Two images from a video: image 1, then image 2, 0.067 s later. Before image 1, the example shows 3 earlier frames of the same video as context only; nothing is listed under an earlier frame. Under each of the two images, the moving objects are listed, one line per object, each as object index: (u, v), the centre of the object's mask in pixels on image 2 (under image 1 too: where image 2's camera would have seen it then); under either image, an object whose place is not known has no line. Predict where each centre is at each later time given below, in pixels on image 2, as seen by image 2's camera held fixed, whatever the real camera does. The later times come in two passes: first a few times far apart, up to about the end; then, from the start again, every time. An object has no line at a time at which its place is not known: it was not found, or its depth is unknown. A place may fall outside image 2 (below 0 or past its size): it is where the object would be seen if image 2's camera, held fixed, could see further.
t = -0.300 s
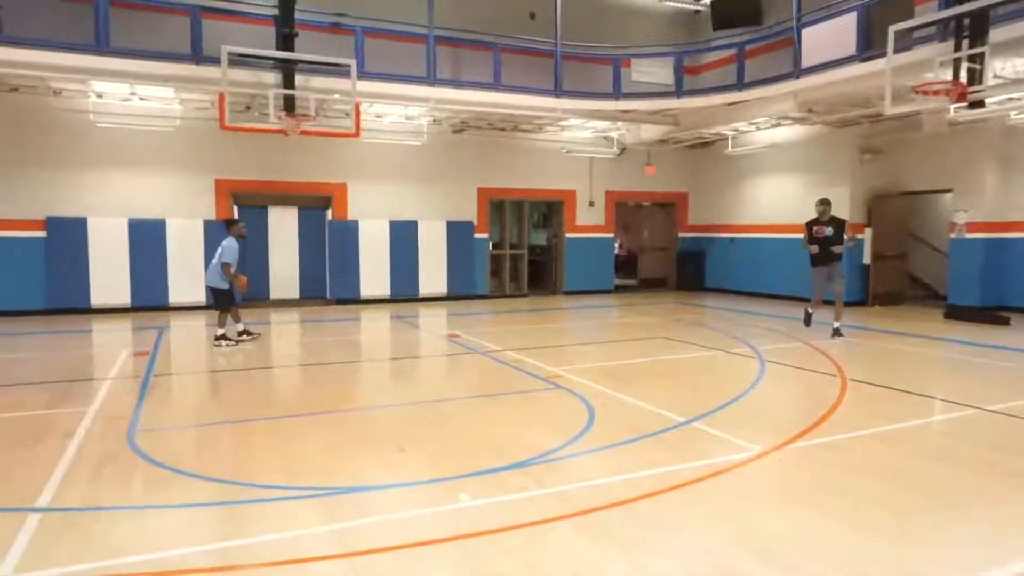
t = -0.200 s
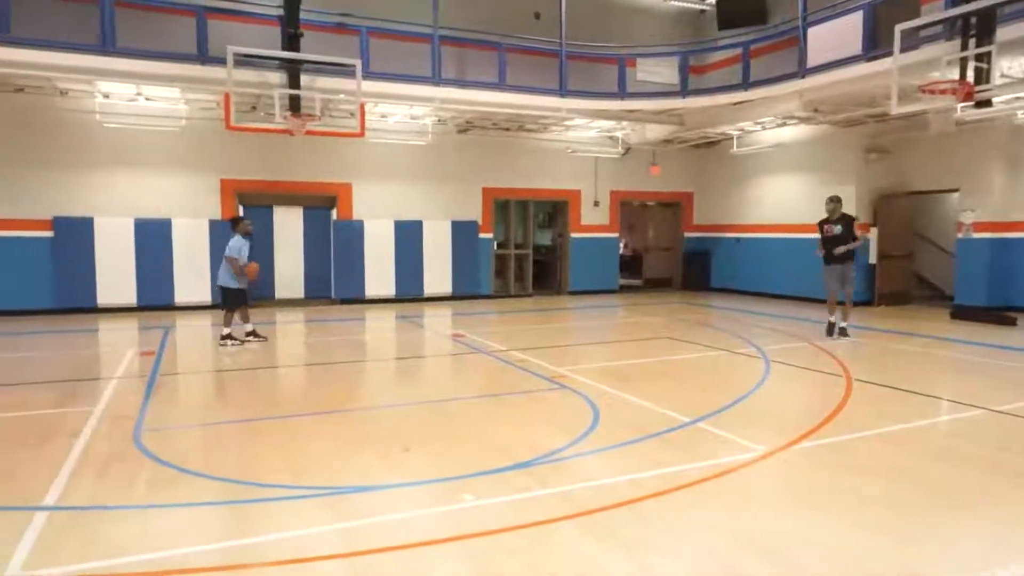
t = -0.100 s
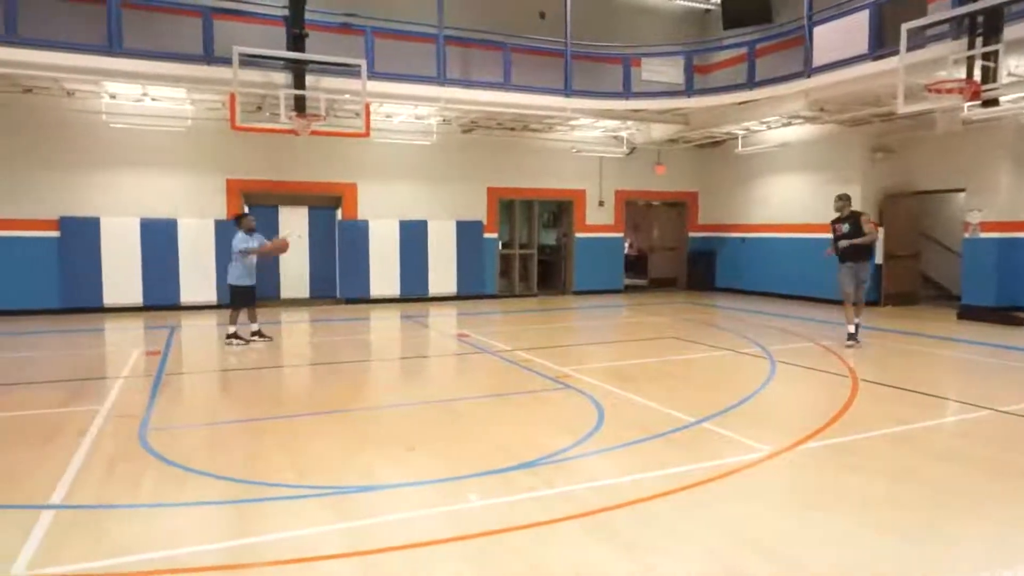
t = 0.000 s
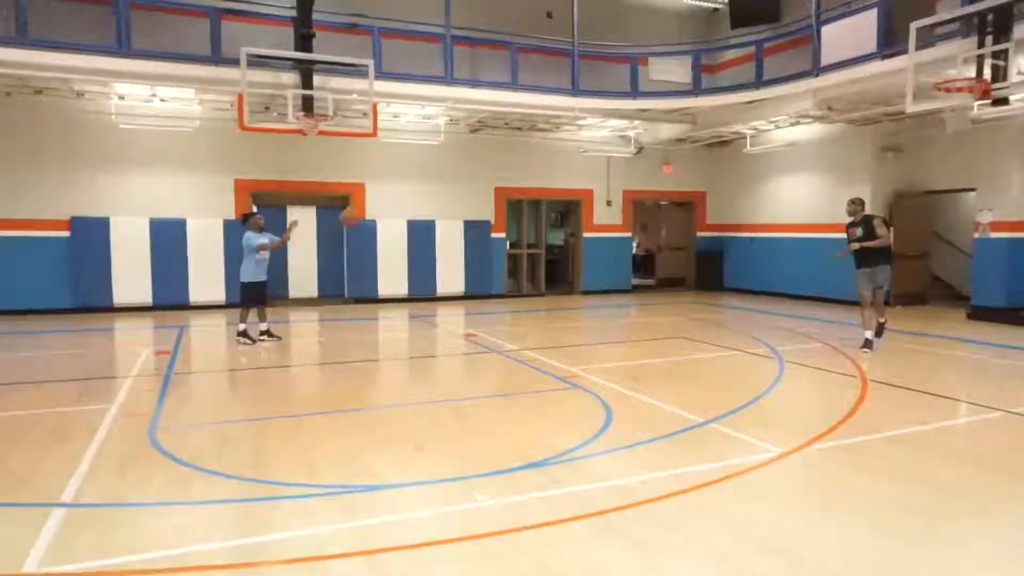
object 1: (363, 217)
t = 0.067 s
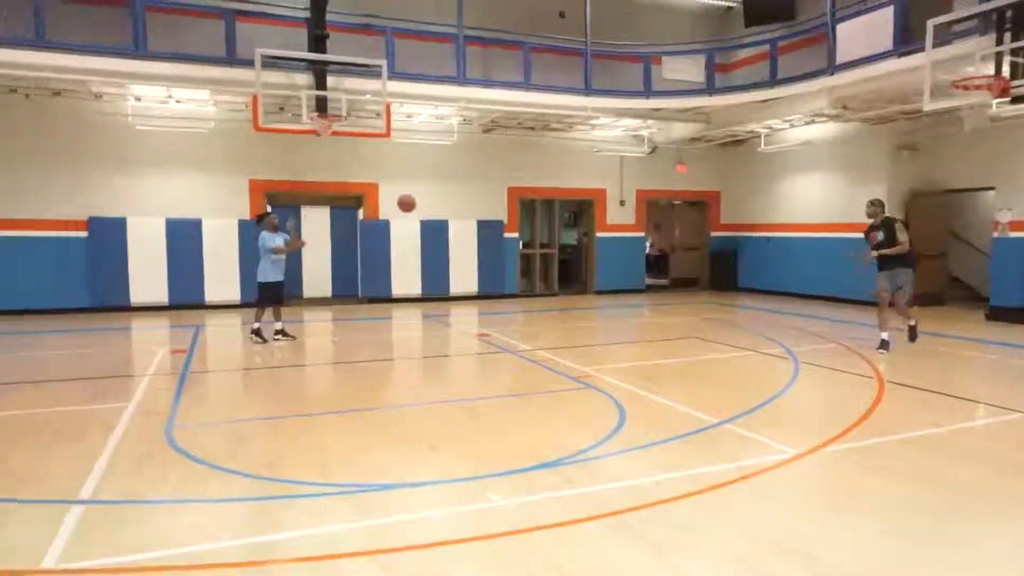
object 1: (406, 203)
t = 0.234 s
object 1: (523, 180)
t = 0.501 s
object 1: (722, 184)
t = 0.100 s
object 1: (429, 197)
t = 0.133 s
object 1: (452, 191)
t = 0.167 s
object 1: (475, 187)
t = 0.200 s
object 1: (499, 183)
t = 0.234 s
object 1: (523, 180)
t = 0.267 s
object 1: (547, 178)
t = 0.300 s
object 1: (571, 176)
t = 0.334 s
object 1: (596, 175)
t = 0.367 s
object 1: (621, 175)
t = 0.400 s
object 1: (646, 176)
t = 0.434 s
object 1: (671, 179)
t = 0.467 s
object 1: (696, 181)
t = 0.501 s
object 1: (722, 184)
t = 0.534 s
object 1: (747, 189)
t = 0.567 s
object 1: (774, 194)
